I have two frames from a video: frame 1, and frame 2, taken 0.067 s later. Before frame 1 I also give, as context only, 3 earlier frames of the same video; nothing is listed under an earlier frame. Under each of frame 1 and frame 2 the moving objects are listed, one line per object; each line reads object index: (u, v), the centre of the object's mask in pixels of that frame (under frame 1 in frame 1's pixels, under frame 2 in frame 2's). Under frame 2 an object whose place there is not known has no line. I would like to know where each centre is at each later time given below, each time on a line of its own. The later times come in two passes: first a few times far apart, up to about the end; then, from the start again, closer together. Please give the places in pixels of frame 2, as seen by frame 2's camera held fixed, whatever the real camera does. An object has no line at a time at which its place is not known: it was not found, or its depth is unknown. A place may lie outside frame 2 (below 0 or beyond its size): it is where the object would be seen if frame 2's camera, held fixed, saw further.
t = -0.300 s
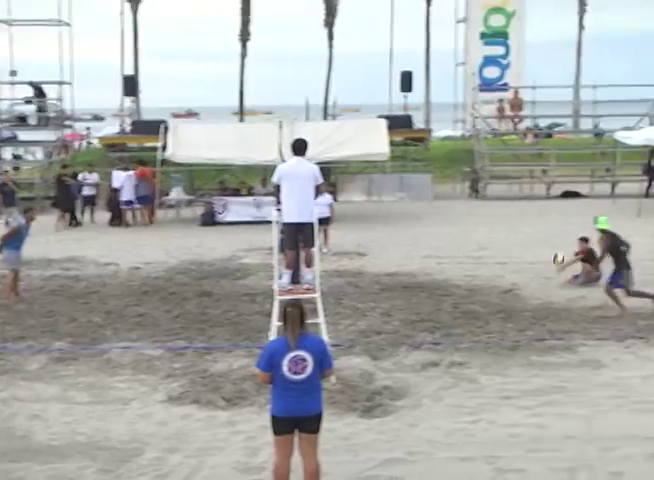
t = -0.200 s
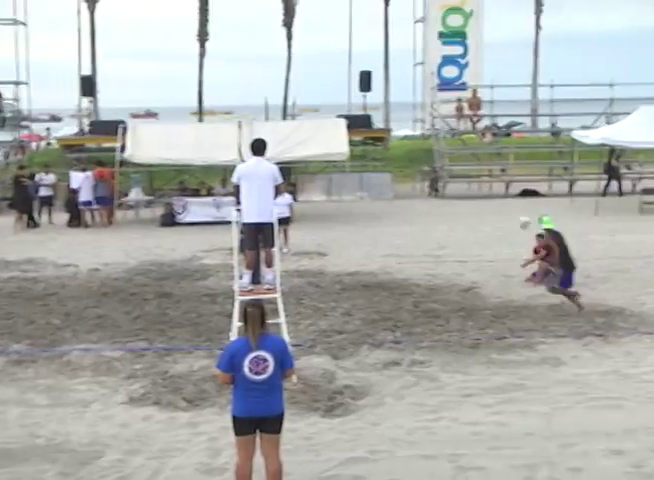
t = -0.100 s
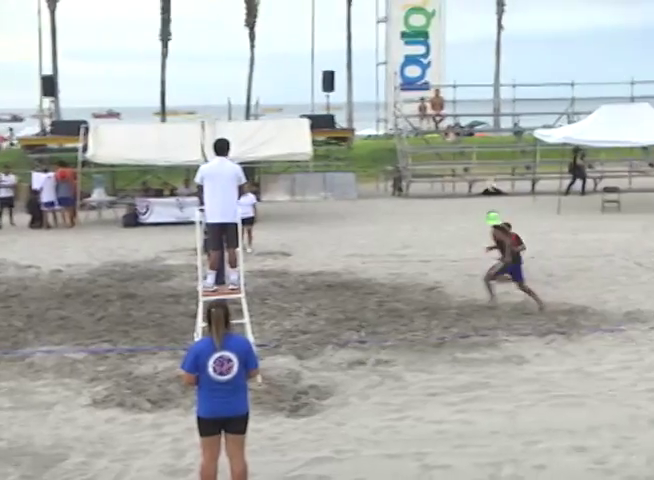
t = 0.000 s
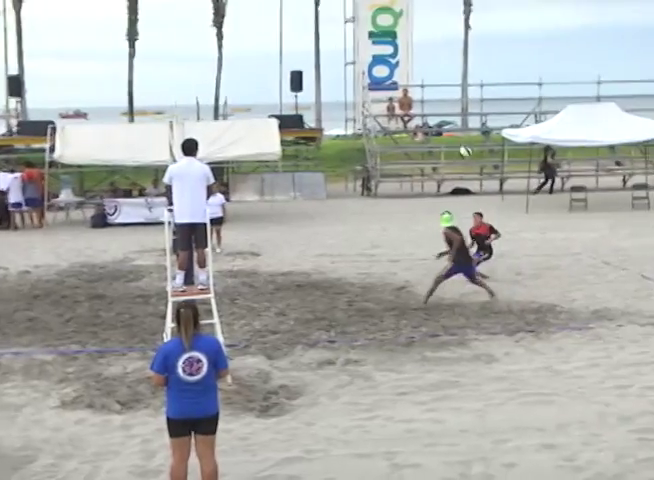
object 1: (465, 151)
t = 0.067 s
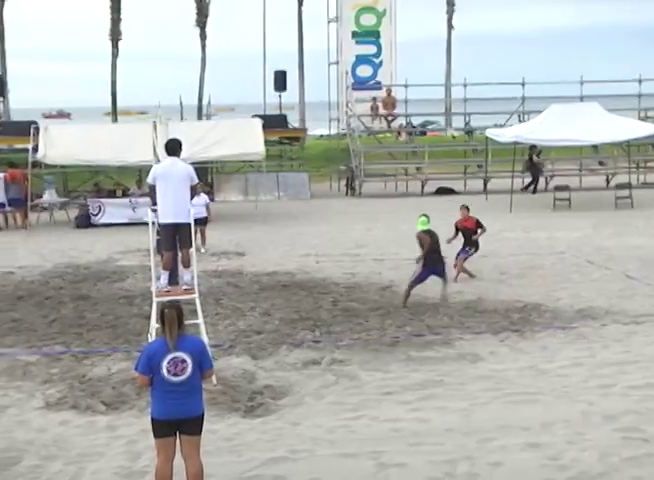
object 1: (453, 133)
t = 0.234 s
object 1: (460, 99)
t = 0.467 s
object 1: (474, 76)
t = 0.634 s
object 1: (485, 78)
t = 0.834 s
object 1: (497, 101)
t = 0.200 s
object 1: (458, 104)
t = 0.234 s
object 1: (460, 99)
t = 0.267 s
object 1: (463, 93)
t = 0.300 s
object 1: (464, 89)
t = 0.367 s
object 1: (468, 81)
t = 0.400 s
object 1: (470, 78)
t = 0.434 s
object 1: (472, 76)
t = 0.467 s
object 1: (474, 76)
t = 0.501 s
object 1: (476, 74)
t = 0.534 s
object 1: (478, 74)
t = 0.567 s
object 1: (480, 74)
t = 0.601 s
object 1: (483, 76)
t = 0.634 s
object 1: (485, 78)
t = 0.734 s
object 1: (491, 87)
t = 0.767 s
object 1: (495, 91)
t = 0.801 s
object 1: (495, 97)
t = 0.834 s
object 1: (497, 101)
